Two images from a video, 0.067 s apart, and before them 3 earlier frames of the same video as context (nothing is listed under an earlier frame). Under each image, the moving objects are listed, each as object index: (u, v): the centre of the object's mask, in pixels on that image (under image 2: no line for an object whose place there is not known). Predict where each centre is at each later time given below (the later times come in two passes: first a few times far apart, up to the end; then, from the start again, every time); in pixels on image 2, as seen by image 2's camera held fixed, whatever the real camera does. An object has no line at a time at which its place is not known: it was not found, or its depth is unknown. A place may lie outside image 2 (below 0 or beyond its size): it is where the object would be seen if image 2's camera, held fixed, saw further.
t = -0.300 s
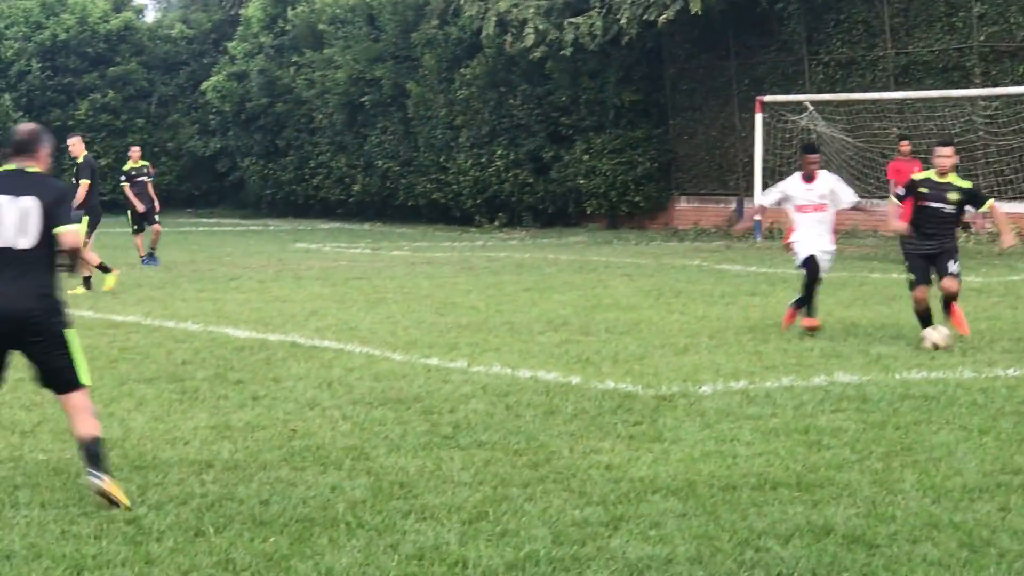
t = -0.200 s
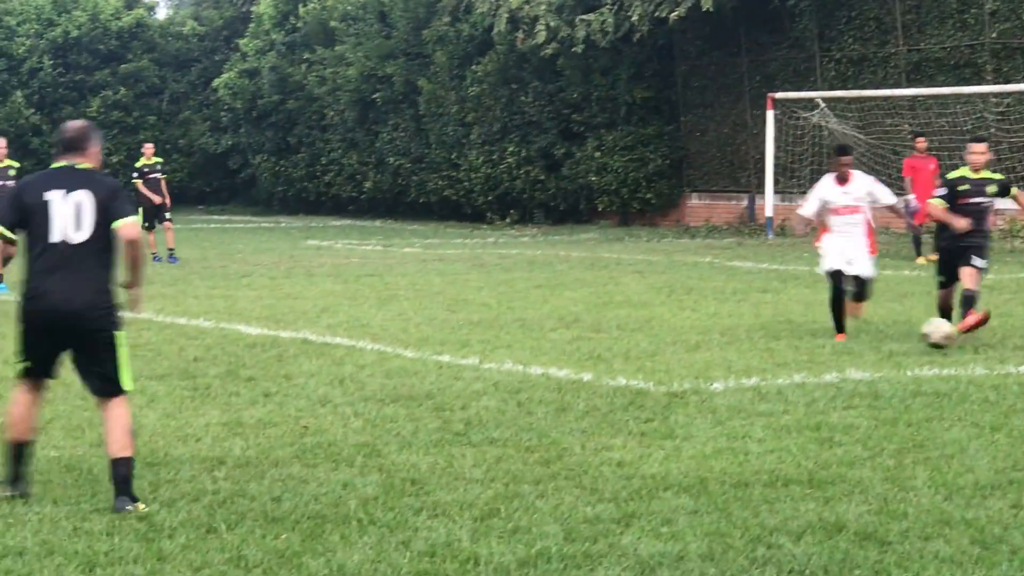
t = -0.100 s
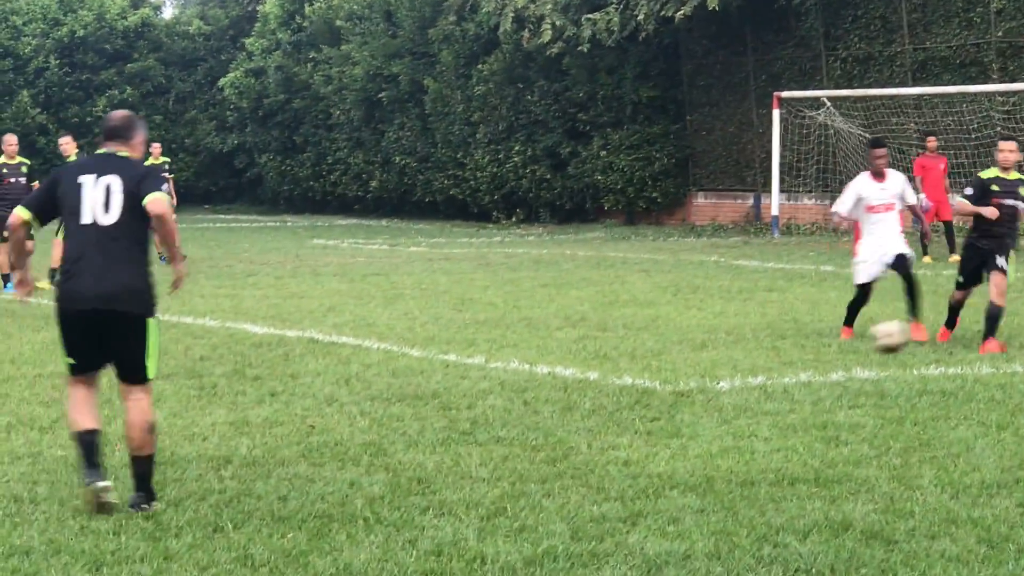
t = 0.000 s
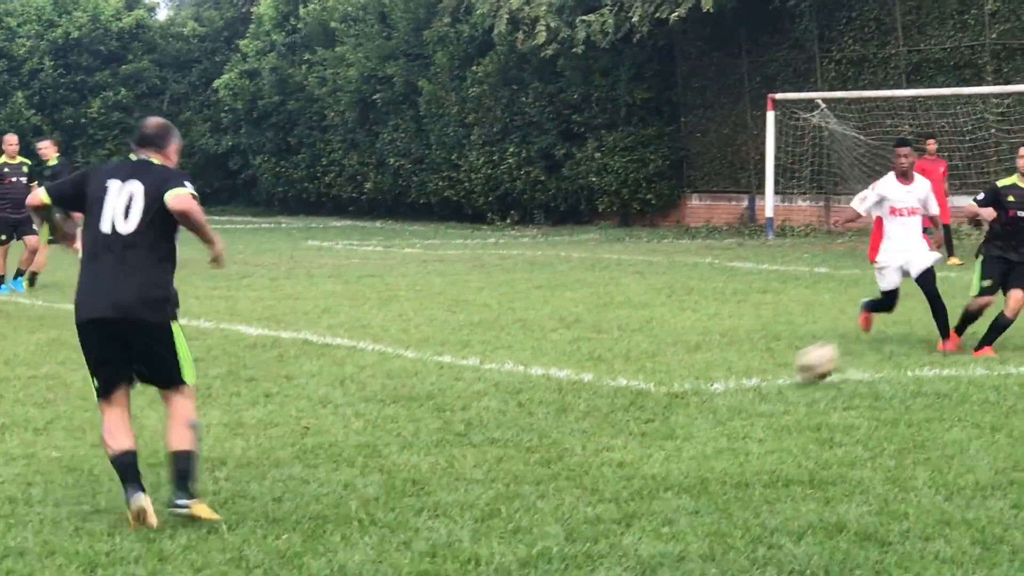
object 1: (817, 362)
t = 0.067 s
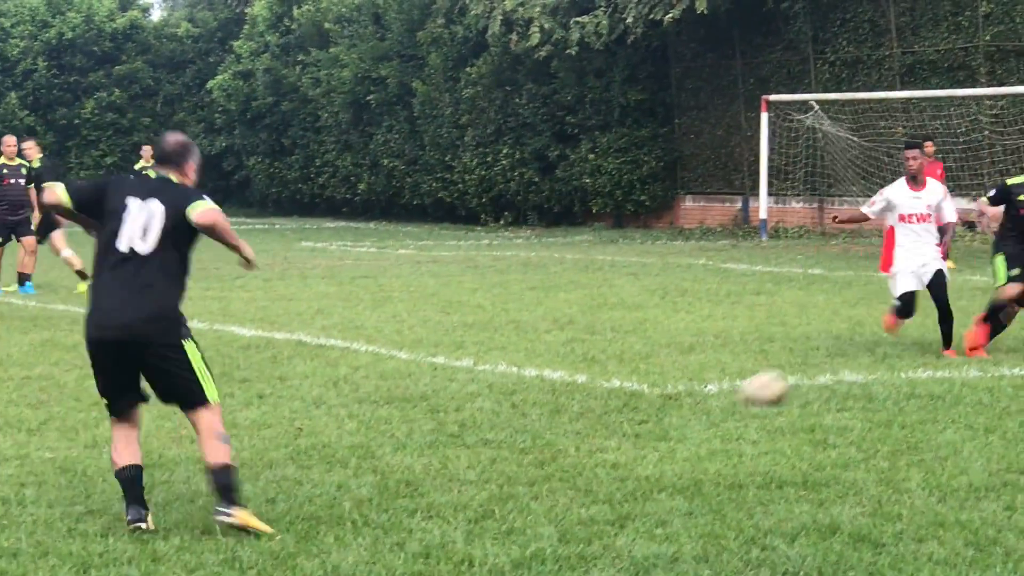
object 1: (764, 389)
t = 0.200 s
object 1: (670, 382)
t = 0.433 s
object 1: (459, 450)
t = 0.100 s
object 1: (738, 393)
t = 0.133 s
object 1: (715, 387)
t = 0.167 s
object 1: (694, 384)
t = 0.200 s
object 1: (670, 382)
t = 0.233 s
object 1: (645, 382)
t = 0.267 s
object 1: (618, 385)
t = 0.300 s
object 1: (589, 391)
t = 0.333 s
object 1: (559, 401)
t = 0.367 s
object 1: (527, 414)
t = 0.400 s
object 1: (494, 430)
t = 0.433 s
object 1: (459, 450)
